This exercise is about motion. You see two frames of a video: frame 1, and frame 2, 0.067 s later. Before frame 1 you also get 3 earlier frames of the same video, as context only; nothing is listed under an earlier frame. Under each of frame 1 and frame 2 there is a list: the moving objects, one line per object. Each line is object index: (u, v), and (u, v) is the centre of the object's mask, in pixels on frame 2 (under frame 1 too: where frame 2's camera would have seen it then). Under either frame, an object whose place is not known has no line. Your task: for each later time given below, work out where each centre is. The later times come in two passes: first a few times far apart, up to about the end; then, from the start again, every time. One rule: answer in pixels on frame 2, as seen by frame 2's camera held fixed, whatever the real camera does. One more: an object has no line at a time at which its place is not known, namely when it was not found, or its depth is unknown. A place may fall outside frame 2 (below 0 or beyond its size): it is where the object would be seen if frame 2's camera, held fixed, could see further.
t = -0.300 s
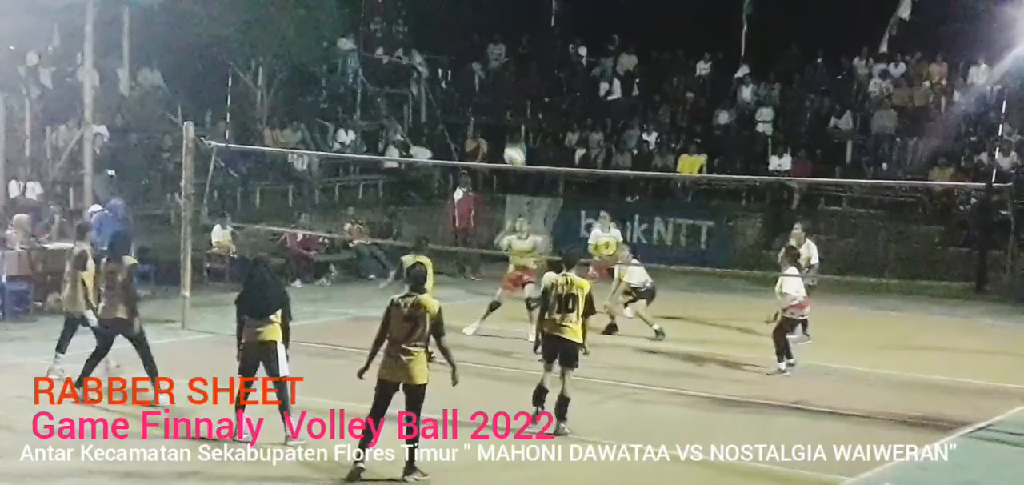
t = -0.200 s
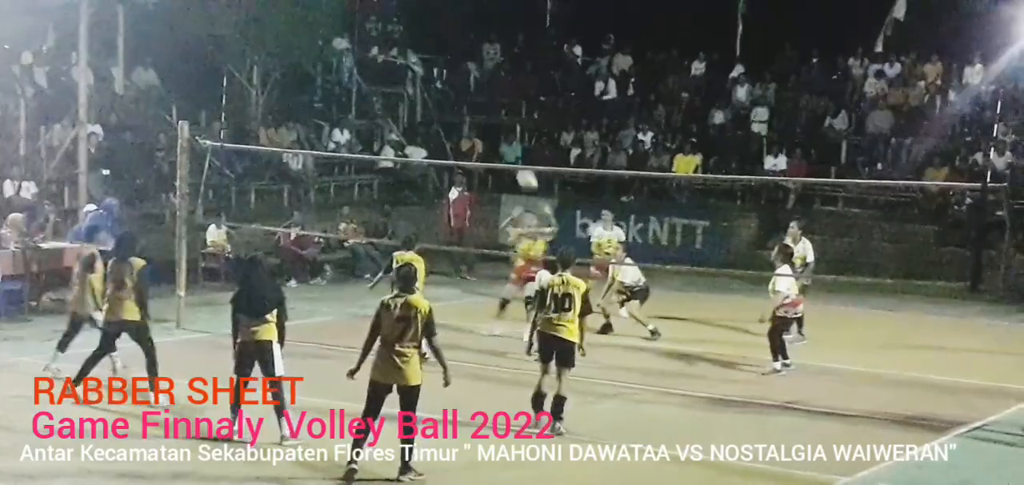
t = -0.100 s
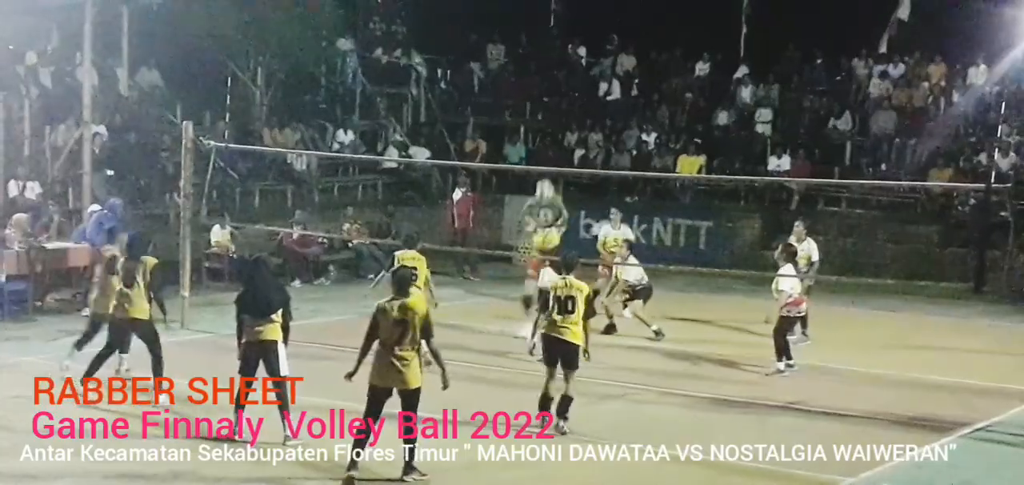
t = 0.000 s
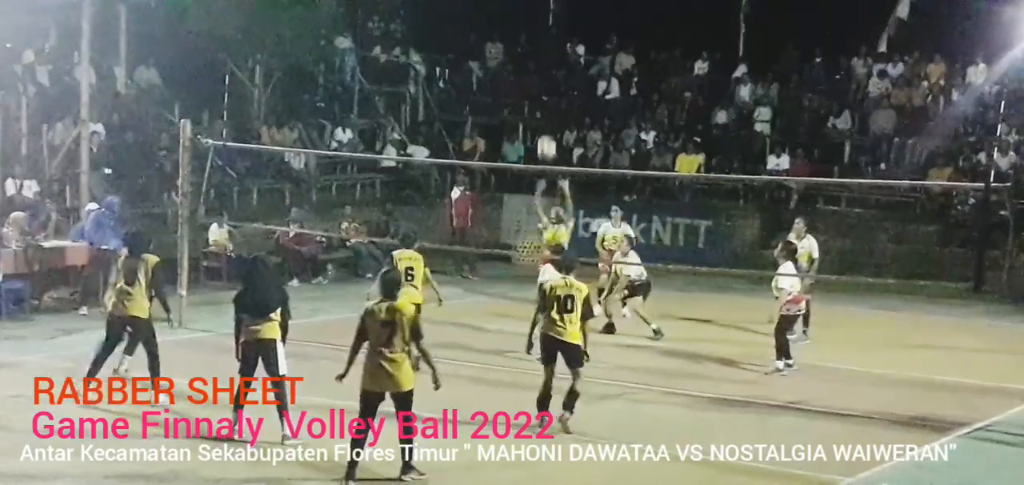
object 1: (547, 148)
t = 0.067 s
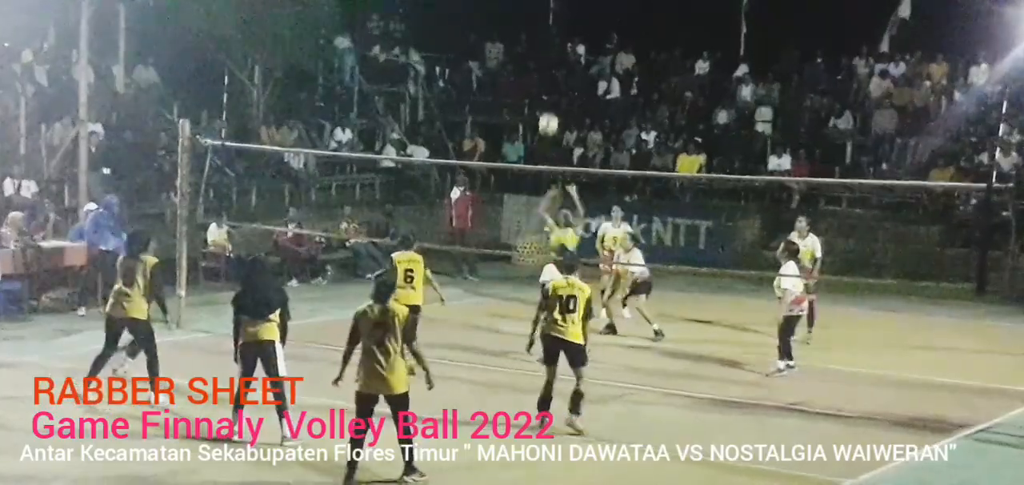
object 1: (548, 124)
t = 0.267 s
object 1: (553, 74)
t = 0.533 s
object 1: (558, 61)
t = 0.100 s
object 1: (549, 113)
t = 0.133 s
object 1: (550, 104)
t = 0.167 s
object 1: (550, 95)
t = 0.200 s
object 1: (551, 87)
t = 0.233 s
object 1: (552, 80)
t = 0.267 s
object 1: (553, 74)
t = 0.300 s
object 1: (554, 69)
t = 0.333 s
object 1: (555, 65)
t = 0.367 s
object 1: (555, 62)
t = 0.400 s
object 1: (555, 60)
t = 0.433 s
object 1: (556, 59)
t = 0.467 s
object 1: (557, 59)
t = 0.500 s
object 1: (557, 59)
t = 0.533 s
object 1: (558, 61)
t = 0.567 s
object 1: (558, 64)
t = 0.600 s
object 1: (559, 67)
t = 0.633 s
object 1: (559, 72)
